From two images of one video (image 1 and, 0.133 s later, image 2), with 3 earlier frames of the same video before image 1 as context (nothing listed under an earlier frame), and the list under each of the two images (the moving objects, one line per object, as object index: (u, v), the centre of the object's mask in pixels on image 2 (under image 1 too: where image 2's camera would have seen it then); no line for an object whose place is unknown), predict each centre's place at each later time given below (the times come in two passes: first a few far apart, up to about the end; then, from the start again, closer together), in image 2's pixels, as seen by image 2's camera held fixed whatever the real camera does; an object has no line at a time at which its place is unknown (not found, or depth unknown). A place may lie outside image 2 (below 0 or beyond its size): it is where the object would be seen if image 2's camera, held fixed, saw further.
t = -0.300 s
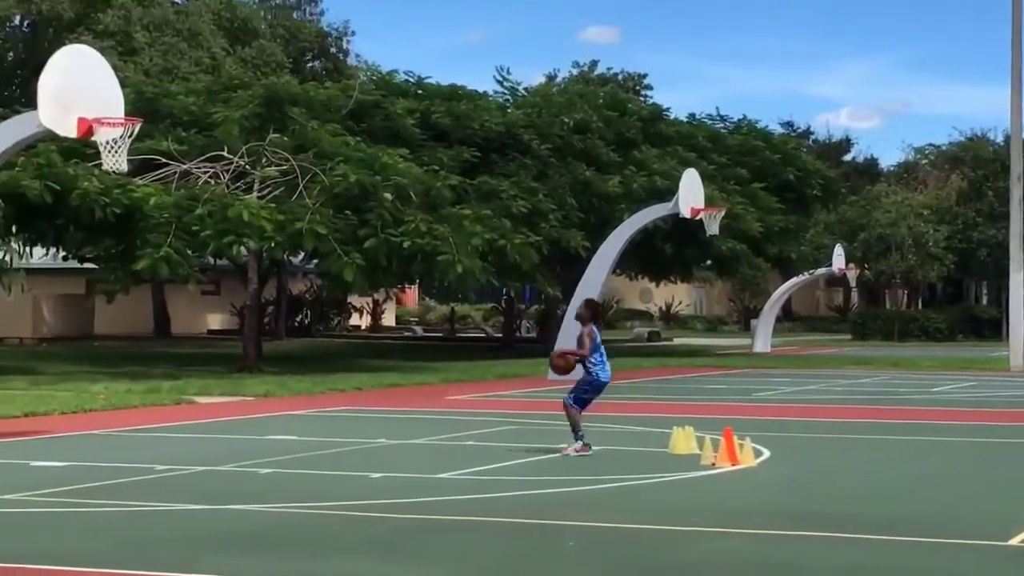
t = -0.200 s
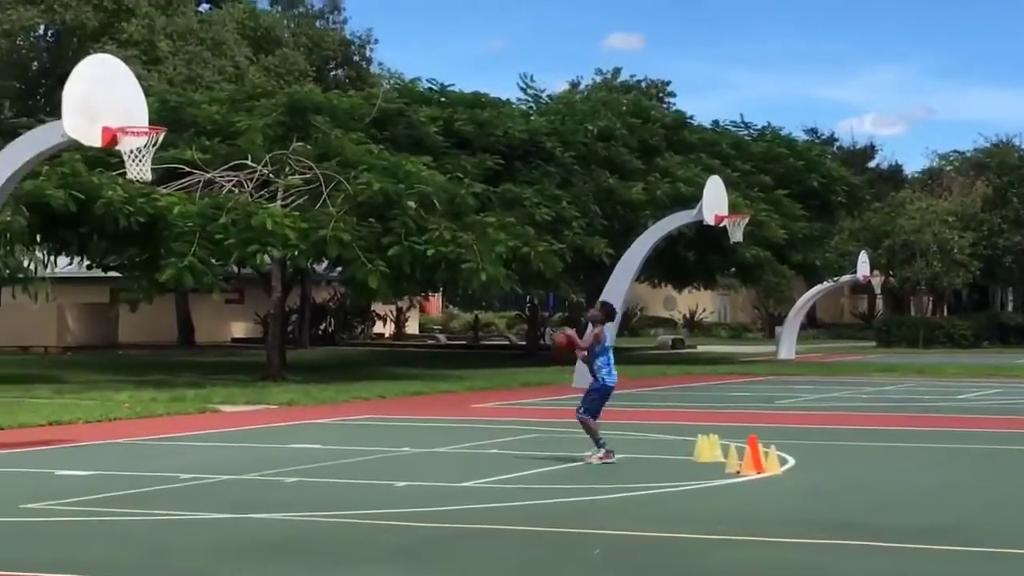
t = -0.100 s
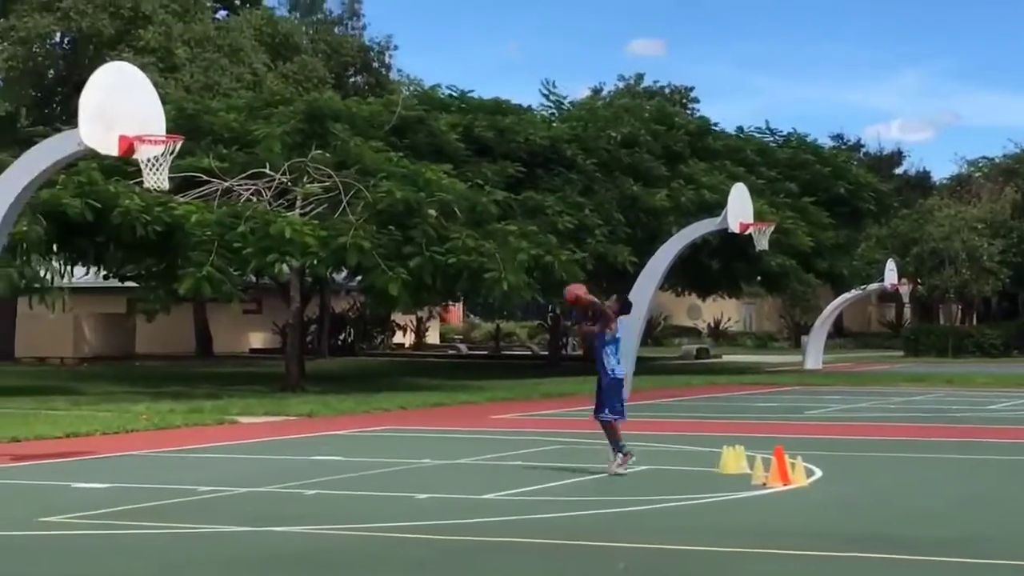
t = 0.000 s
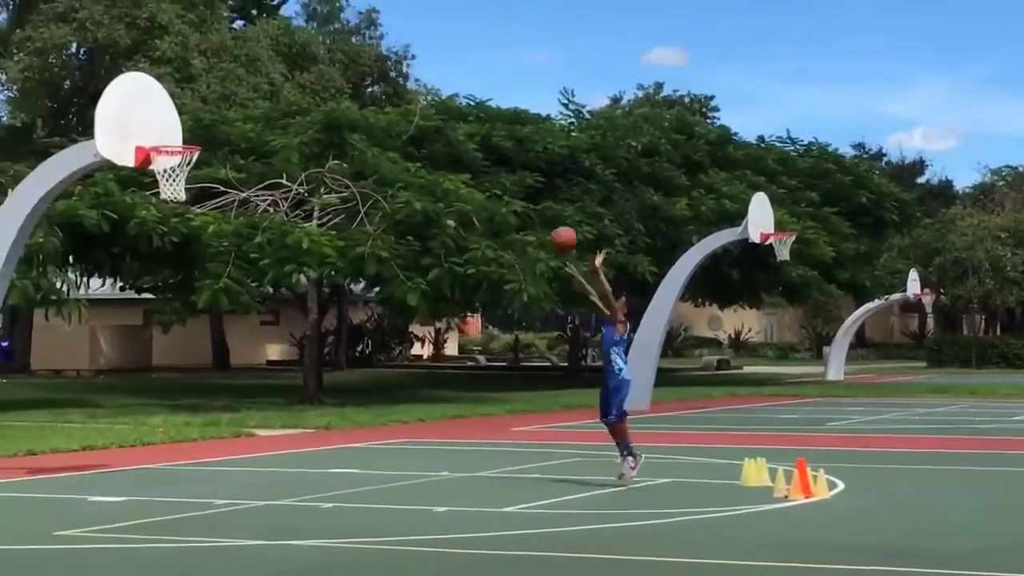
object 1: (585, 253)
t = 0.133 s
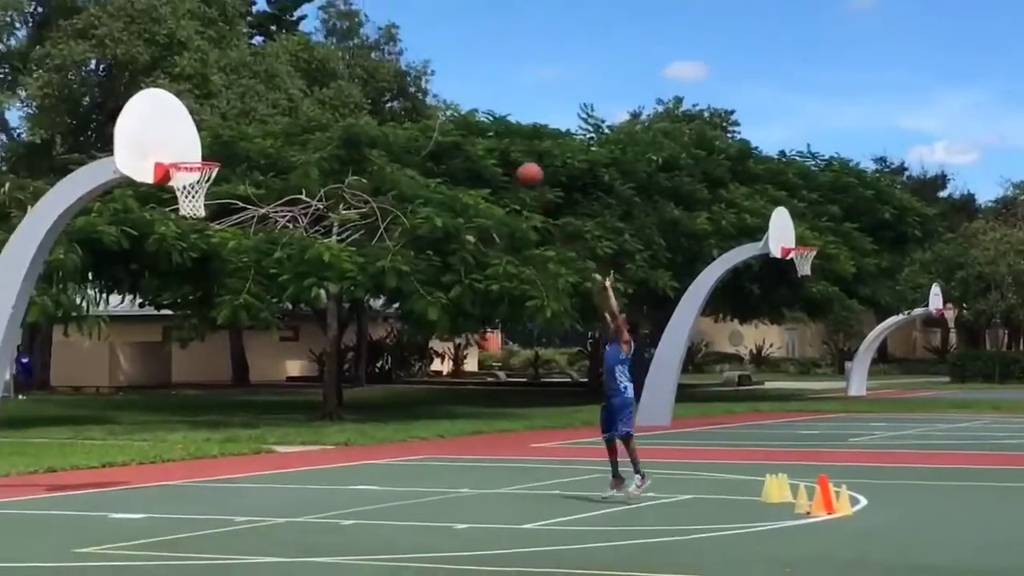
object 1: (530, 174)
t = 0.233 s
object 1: (489, 129)
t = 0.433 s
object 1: (413, 72)
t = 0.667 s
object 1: (326, 60)
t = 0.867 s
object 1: (251, 100)
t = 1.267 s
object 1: (180, 228)
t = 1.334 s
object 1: (181, 250)
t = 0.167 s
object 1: (517, 160)
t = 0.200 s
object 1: (504, 142)
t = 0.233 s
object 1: (489, 129)
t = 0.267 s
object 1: (478, 118)
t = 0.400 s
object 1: (427, 79)
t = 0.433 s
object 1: (413, 72)
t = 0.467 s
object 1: (403, 66)
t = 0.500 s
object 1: (390, 63)
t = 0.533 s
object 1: (377, 59)
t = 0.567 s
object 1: (366, 57)
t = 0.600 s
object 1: (353, 57)
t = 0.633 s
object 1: (339, 60)
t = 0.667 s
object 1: (326, 60)
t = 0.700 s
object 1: (318, 62)
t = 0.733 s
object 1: (300, 70)
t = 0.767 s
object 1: (288, 75)
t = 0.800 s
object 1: (275, 81)
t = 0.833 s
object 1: (264, 90)
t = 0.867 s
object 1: (251, 100)
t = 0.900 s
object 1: (239, 110)
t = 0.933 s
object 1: (229, 120)
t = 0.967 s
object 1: (216, 130)
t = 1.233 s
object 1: (178, 219)
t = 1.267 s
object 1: (180, 228)
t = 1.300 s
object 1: (182, 238)
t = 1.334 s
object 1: (181, 250)
